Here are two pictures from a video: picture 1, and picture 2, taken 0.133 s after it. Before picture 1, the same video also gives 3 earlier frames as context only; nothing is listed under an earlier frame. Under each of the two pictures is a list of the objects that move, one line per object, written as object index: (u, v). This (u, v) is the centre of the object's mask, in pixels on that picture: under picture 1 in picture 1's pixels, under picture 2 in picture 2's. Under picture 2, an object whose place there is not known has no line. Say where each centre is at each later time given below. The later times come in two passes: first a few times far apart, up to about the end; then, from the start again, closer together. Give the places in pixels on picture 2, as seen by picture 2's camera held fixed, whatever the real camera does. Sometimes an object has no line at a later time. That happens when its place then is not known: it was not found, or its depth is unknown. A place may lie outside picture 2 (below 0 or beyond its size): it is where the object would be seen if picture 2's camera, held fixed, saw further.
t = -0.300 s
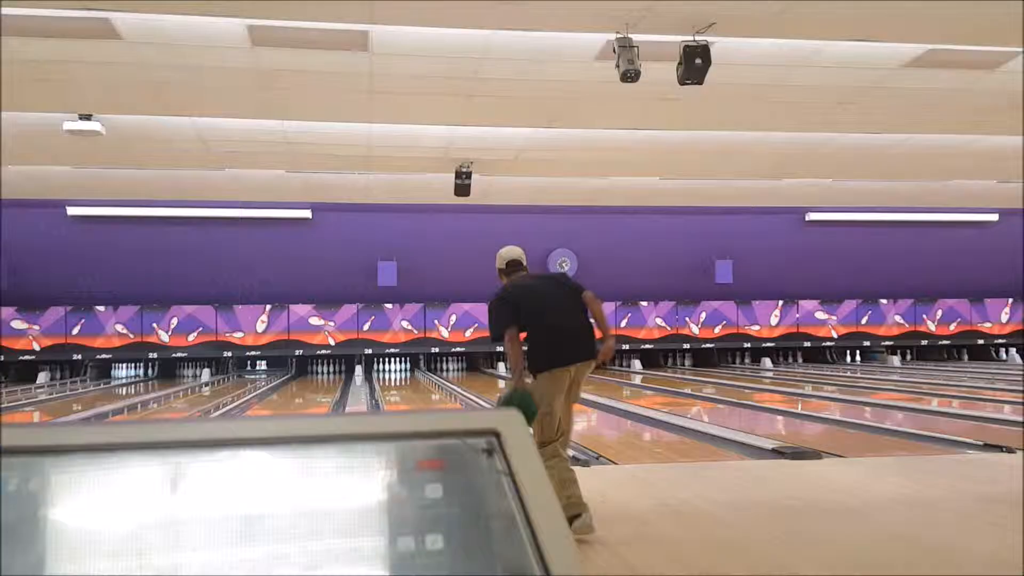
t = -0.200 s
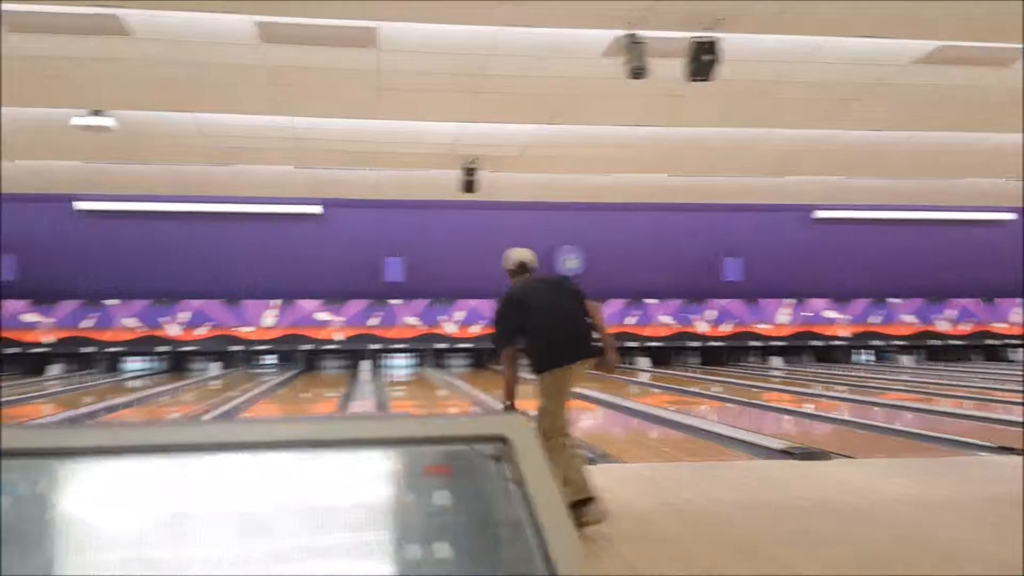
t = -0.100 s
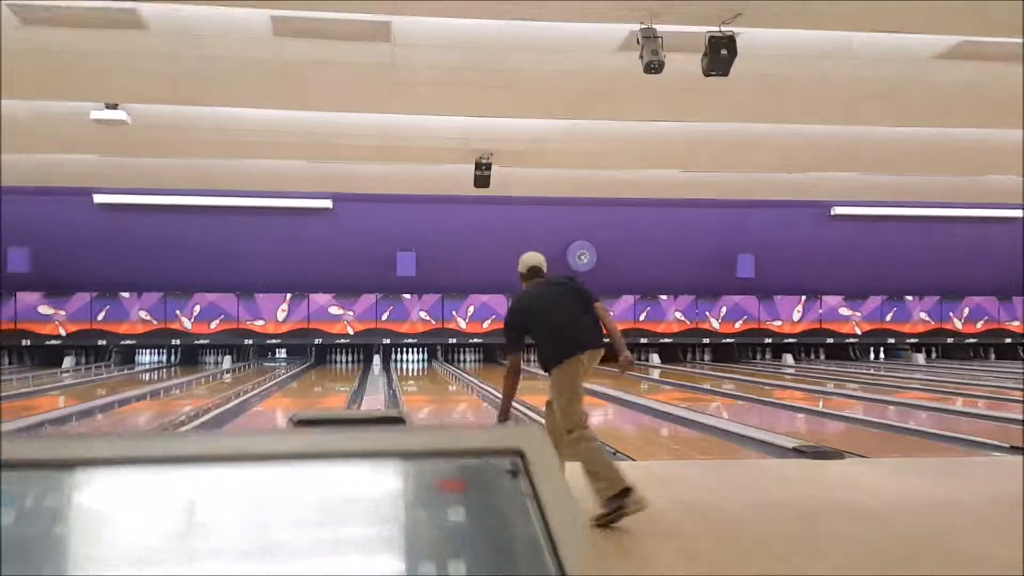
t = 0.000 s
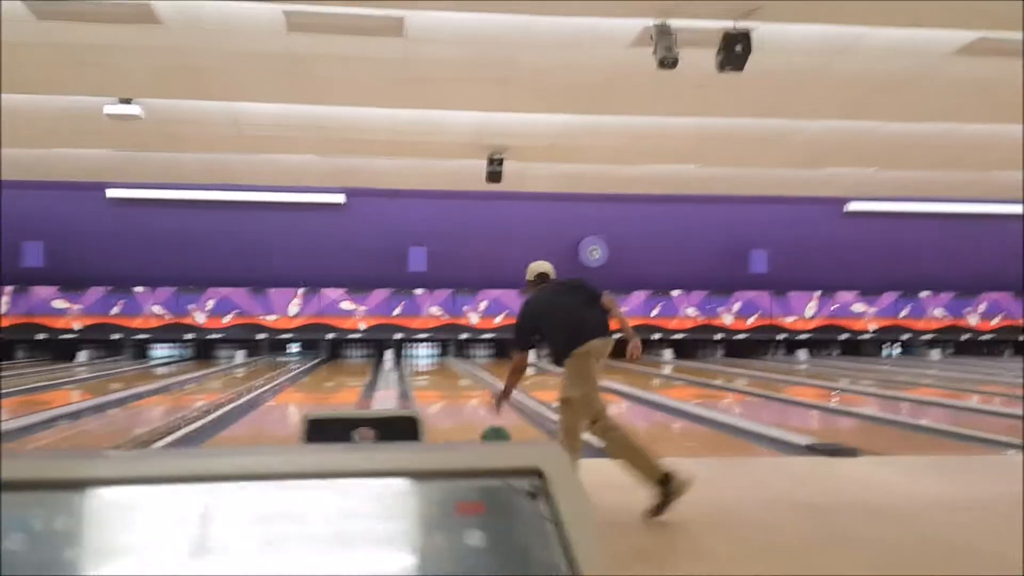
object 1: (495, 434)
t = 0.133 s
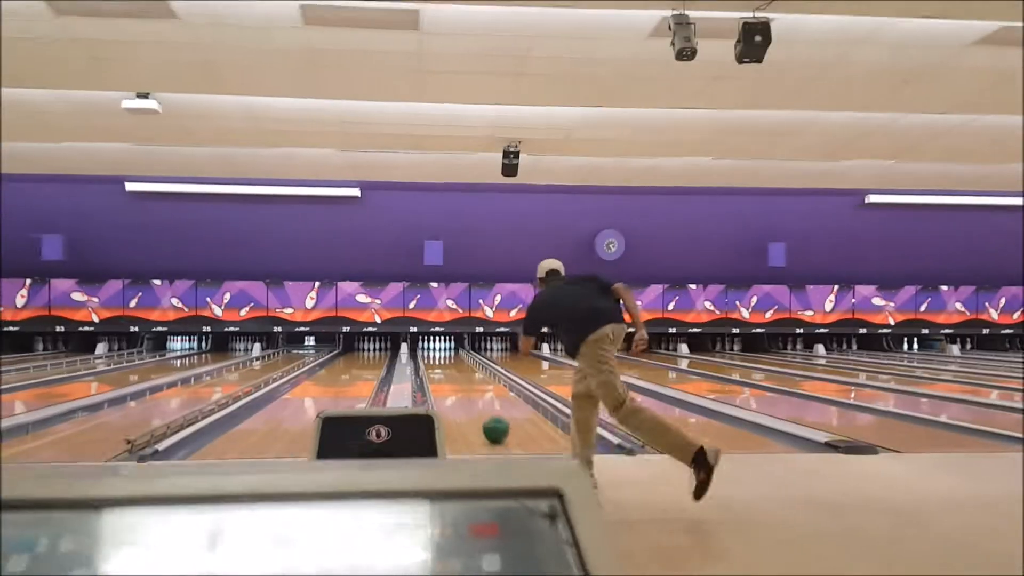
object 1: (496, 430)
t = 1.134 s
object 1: (456, 376)
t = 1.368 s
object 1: (452, 369)
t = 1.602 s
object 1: (449, 363)
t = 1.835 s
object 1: (447, 360)
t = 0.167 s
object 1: (493, 427)
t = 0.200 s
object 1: (490, 424)
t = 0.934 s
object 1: (459, 382)
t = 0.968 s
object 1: (458, 380)
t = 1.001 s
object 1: (457, 379)
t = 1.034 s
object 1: (457, 379)
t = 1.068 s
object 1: (457, 378)
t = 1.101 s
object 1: (457, 376)
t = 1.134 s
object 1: (456, 376)
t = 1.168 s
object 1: (456, 375)
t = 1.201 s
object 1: (456, 374)
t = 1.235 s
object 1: (455, 372)
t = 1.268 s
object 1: (454, 372)
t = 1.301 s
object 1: (453, 370)
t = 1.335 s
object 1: (453, 369)
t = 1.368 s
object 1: (452, 369)
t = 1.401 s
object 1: (451, 367)
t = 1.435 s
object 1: (451, 367)
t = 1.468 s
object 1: (450, 366)
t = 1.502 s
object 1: (450, 366)
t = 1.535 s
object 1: (450, 365)
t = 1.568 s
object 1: (450, 364)
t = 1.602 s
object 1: (449, 363)
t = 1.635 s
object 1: (449, 363)
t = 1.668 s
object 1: (449, 363)
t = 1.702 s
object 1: (449, 362)
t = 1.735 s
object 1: (448, 362)
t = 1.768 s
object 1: (448, 361)
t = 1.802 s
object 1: (447, 361)
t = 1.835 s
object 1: (447, 360)
